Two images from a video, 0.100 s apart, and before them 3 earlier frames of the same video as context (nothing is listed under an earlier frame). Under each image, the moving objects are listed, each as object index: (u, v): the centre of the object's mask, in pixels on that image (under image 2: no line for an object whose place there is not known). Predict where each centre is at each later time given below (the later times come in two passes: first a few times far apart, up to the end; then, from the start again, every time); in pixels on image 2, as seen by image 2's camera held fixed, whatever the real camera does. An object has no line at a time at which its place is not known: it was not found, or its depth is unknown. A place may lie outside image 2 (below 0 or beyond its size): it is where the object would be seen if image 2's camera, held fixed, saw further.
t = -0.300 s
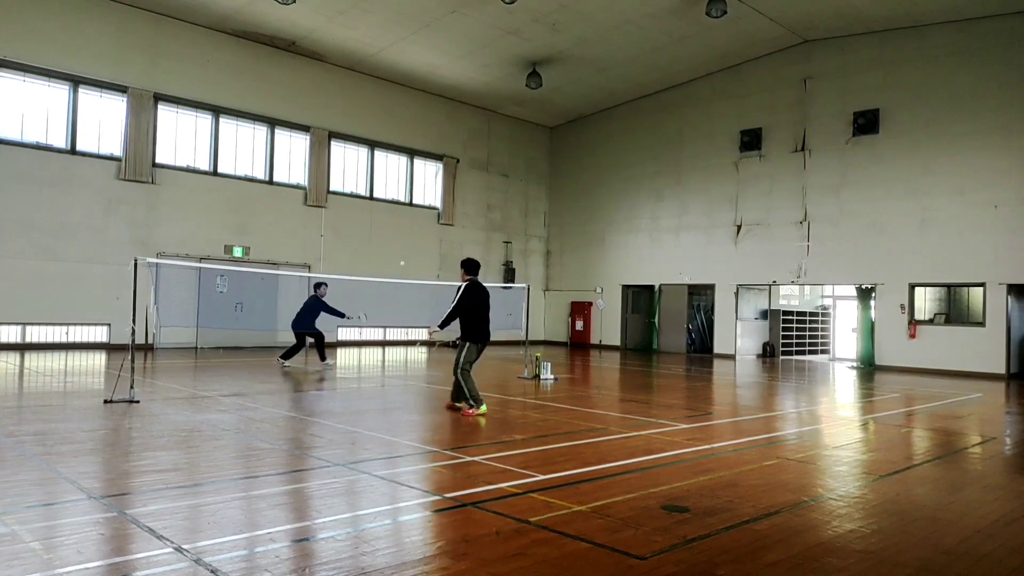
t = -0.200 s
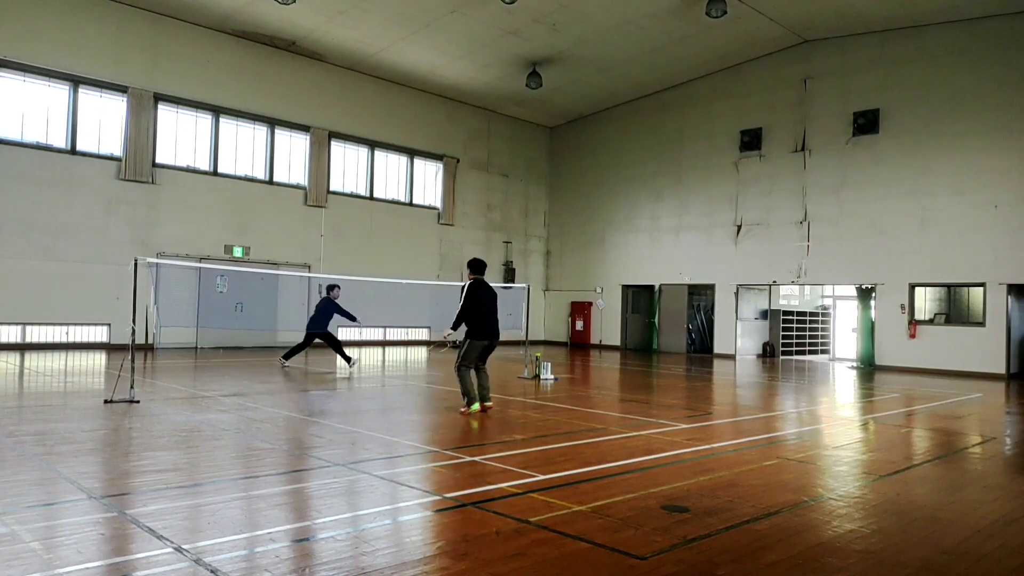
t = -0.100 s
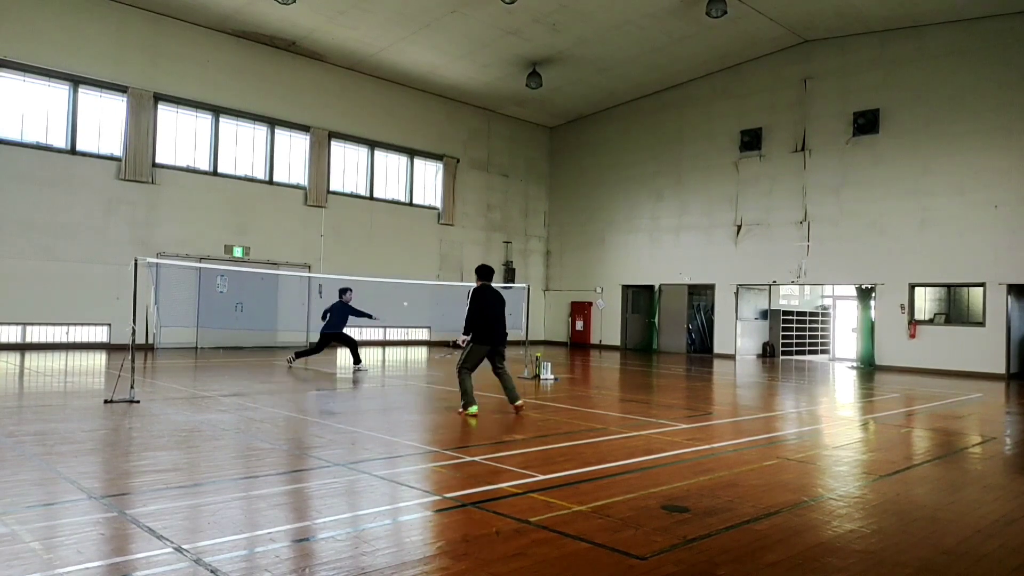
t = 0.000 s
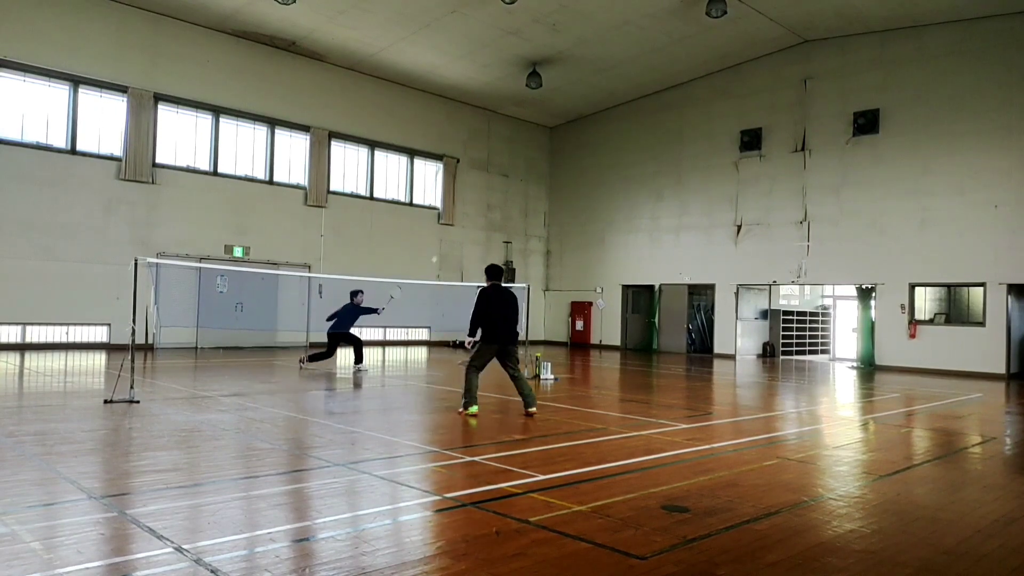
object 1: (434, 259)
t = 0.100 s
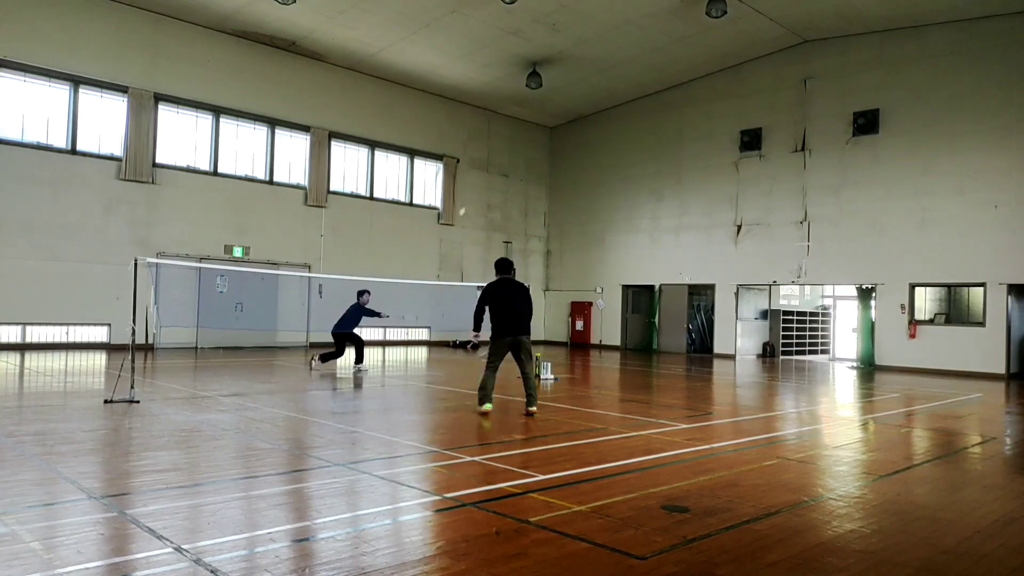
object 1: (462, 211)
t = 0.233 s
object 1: (496, 163)
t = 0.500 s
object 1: (554, 113)
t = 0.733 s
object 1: (600, 119)
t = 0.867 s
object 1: (624, 148)
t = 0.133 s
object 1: (471, 197)
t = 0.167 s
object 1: (479, 185)
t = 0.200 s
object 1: (488, 173)
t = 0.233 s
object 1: (496, 163)
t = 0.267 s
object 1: (503, 153)
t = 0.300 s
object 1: (511, 144)
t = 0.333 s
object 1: (518, 135)
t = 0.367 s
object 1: (525, 130)
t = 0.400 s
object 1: (533, 124)
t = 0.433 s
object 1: (540, 119)
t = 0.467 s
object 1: (547, 116)
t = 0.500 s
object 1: (554, 113)
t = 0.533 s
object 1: (561, 111)
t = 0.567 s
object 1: (567, 109)
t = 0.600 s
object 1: (574, 109)
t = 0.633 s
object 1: (581, 110)
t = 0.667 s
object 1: (587, 112)
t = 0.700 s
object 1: (594, 115)
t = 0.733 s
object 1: (600, 119)
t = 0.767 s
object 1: (606, 125)
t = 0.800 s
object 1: (613, 131)
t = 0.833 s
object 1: (618, 139)
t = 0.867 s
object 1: (624, 148)
